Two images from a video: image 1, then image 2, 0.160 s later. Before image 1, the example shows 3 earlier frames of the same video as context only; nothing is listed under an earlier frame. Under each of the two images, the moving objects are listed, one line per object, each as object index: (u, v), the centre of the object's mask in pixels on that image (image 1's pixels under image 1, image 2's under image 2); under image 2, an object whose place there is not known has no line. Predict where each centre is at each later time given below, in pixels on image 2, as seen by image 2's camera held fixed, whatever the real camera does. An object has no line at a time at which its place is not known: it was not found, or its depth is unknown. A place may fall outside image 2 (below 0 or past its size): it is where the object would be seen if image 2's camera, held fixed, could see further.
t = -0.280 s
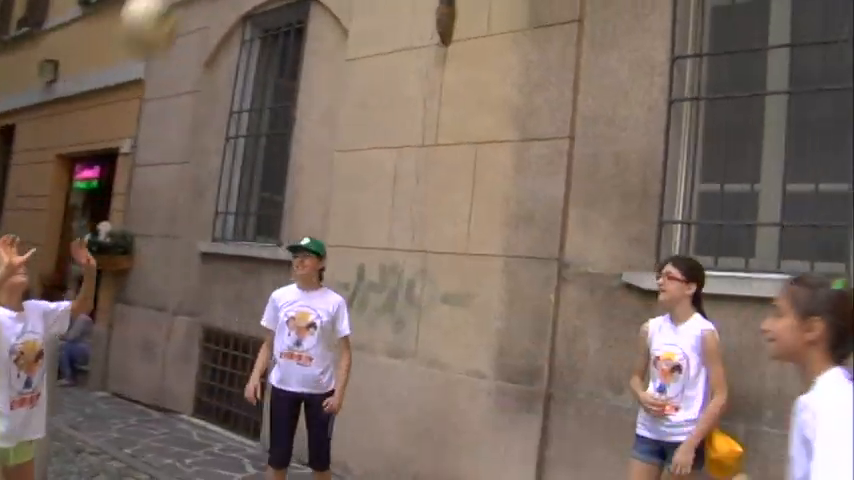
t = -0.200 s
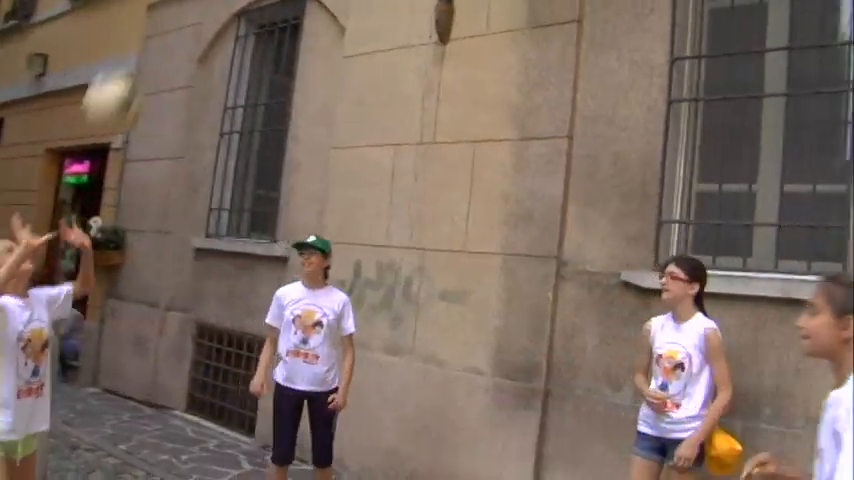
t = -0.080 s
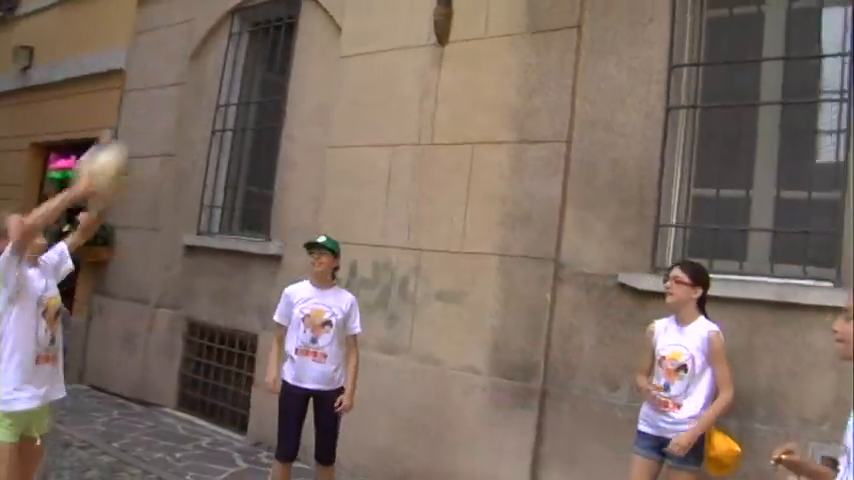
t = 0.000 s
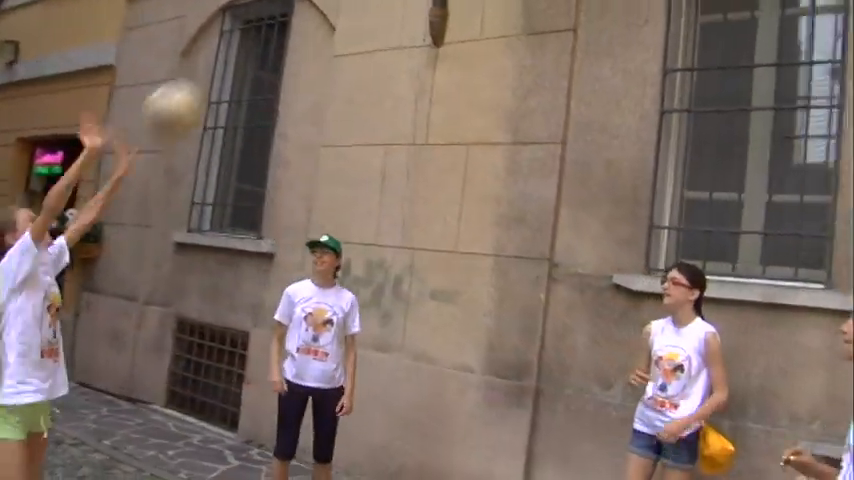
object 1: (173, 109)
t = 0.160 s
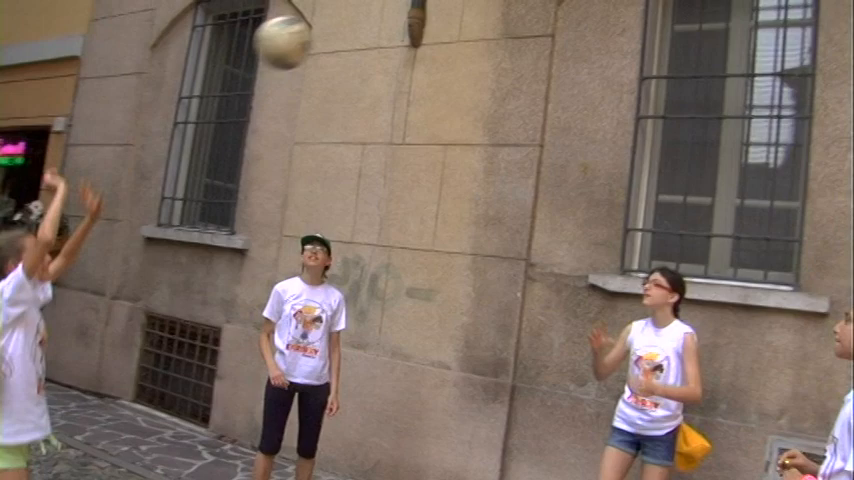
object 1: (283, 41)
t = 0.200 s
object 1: (311, 36)
